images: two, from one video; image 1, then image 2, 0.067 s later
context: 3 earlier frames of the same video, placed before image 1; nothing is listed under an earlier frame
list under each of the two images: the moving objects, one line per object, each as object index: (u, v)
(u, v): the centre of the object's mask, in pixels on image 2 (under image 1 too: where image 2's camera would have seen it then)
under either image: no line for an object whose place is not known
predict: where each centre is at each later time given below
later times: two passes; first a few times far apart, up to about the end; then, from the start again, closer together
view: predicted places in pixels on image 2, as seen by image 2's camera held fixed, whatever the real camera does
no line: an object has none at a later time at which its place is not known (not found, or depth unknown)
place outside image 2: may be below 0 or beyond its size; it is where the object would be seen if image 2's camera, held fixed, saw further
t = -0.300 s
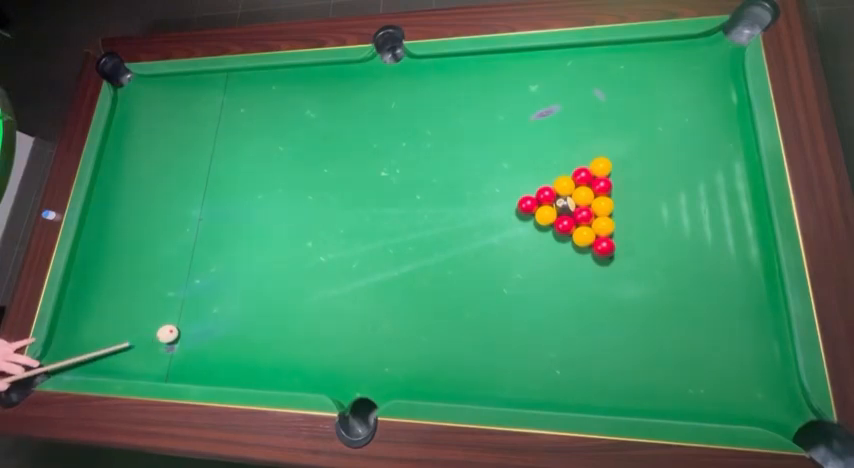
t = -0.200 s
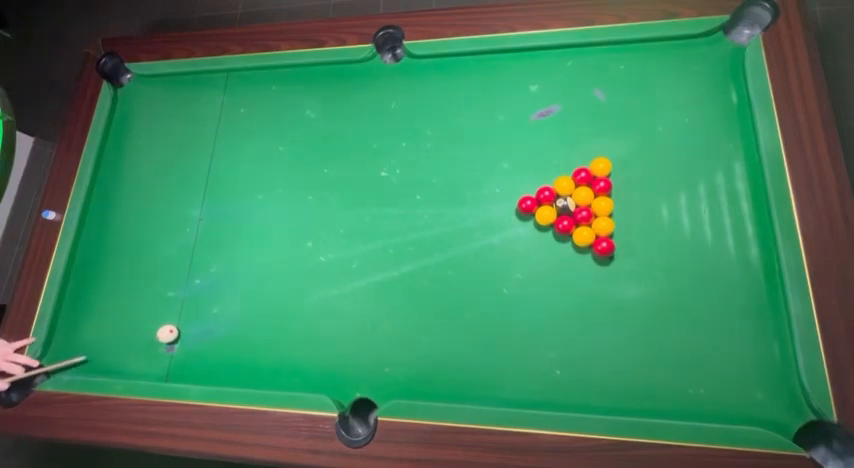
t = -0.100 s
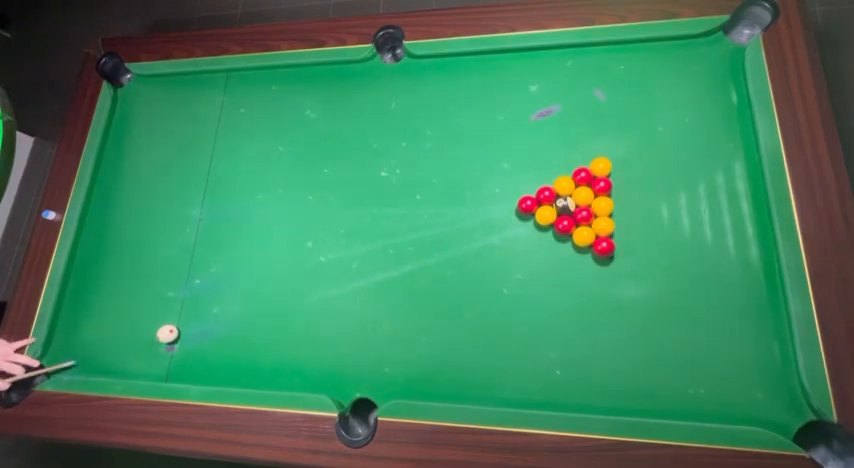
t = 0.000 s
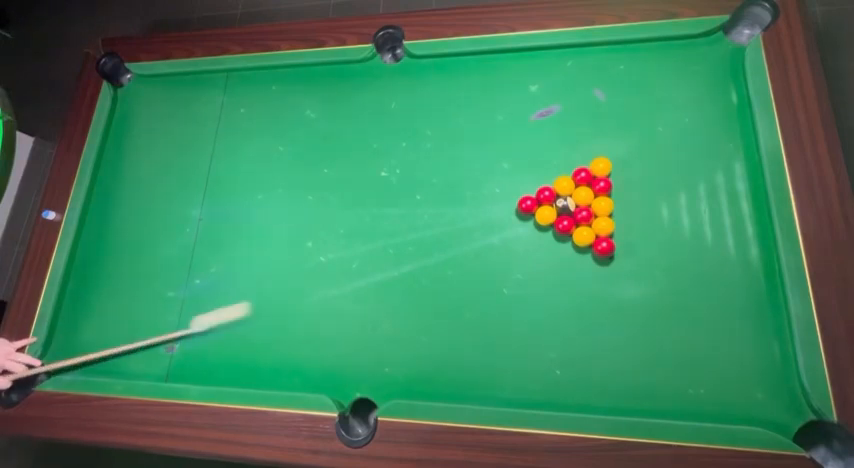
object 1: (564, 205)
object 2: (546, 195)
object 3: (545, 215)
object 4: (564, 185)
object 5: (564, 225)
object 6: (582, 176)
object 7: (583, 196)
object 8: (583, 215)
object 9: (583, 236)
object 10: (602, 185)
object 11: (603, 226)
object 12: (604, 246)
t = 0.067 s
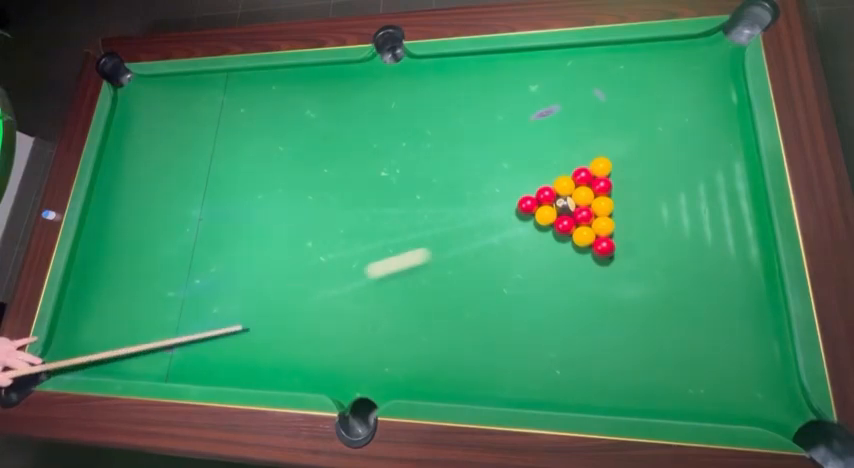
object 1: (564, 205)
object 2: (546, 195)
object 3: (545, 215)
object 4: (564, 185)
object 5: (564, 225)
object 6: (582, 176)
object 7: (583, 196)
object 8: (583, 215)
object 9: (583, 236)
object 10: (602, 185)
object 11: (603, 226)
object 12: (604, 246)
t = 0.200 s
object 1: (542, 199)
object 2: (531, 171)
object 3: (537, 230)
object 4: (562, 166)
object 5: (564, 223)
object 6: (599, 157)
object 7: (581, 196)
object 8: (585, 217)
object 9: (589, 239)
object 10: (740, 179)
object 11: (635, 243)
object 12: (674, 285)
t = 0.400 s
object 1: (504, 193)
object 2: (506, 127)
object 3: (525, 252)
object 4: (560, 129)
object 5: (562, 222)
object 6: (631, 119)
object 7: (566, 198)
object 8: (591, 224)
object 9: (601, 247)
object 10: (573, 167)
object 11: (698, 279)
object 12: (752, 359)
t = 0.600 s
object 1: (467, 184)
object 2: (483, 88)
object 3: (514, 273)
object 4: (558, 95)
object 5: (542, 260)
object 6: (661, 83)
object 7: (517, 181)
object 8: (597, 240)
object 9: (619, 267)
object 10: (462, 115)
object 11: (765, 316)
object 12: (664, 405)
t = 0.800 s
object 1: (434, 175)
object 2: (464, 64)
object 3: (502, 293)
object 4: (556, 64)
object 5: (526, 295)
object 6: (690, 49)
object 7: (475, 167)
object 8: (601, 253)
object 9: (637, 289)
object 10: (366, 73)
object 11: (745, 342)
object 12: (586, 370)
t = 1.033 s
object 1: (398, 167)
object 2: (445, 94)
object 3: (477, 314)
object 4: (556, 68)
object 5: (505, 316)
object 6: (720, 59)
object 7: (431, 151)
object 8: (606, 268)
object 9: (658, 314)
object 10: (280, 94)
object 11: (703, 369)
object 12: (522, 354)
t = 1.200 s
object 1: (373, 162)
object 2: (432, 114)
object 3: (442, 323)
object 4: (557, 84)
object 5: (495, 313)
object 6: (731, 72)
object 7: (401, 141)
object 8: (607, 277)
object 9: (672, 331)
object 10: (223, 114)
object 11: (673, 387)
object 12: (497, 371)
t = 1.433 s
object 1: (343, 154)
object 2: (414, 141)
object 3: (396, 334)
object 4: (558, 106)
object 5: (483, 309)
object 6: (717, 91)
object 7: (363, 128)
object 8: (599, 296)
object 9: (692, 355)
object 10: (147, 141)
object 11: (635, 400)
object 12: (464, 392)
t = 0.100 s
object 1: (565, 205)
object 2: (546, 195)
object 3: (545, 215)
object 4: (564, 185)
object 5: (564, 225)
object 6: (582, 176)
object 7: (583, 196)
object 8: (583, 215)
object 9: (583, 236)
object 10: (602, 186)
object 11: (603, 226)
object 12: (603, 246)
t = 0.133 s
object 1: (561, 203)
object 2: (542, 190)
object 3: (543, 218)
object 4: (563, 180)
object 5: (564, 224)
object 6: (586, 172)
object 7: (582, 195)
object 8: (583, 216)
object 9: (585, 237)
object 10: (632, 184)
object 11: (610, 230)
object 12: (618, 254)
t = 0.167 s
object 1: (550, 204)
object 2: (536, 180)
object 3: (540, 225)
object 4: (563, 173)
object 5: (564, 223)
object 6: (593, 164)
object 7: (582, 196)
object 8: (584, 216)
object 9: (587, 238)
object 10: (686, 182)
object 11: (623, 237)
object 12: (646, 270)
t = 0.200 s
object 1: (542, 199)
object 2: (531, 171)
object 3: (537, 230)
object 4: (562, 166)
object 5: (564, 223)
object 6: (599, 157)
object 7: (581, 196)
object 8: (585, 217)
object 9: (589, 239)
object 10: (740, 179)
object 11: (635, 243)
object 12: (674, 285)
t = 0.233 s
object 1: (537, 201)
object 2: (527, 163)
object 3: (535, 234)
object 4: (562, 160)
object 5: (564, 222)
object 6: (604, 151)
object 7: (581, 196)
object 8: (586, 216)
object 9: (591, 240)
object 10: (731, 179)
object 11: (645, 250)
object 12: (700, 300)
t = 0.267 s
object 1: (529, 199)
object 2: (522, 156)
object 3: (533, 238)
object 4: (562, 154)
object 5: (564, 221)
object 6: (610, 144)
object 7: (581, 196)
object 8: (586, 216)
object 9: (593, 242)
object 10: (692, 179)
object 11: (656, 255)
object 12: (727, 316)
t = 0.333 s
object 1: (516, 195)
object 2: (514, 141)
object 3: (529, 246)
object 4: (561, 141)
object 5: (564, 219)
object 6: (621, 131)
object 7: (581, 196)
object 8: (587, 216)
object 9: (597, 244)
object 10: (621, 180)
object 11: (677, 267)
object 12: (778, 344)
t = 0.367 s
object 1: (510, 193)
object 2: (510, 134)
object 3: (527, 249)
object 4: (560, 135)
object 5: (565, 218)
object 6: (626, 125)
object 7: (578, 197)
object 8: (588, 217)
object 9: (599, 245)
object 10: (592, 178)
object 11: (687, 273)
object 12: (770, 352)
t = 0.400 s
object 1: (504, 193)
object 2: (506, 127)
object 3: (525, 252)
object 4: (560, 129)
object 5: (562, 222)
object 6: (631, 119)
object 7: (566, 198)
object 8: (591, 224)
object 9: (601, 247)
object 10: (573, 167)
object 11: (698, 279)
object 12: (752, 359)
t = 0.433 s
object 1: (497, 191)
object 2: (502, 121)
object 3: (523, 256)
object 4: (560, 123)
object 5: (558, 229)
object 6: (636, 113)
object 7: (556, 195)
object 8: (593, 229)
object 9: (603, 249)
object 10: (554, 156)
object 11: (709, 285)
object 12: (736, 367)
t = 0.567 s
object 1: (473, 186)
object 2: (487, 94)
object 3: (516, 270)
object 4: (558, 101)
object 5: (545, 254)
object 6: (656, 89)
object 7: (525, 184)
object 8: (596, 238)
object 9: (615, 264)
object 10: (479, 122)
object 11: (754, 310)
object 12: (678, 397)
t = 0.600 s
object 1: (467, 184)
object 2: (483, 88)
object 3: (514, 273)
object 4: (558, 95)
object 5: (542, 260)
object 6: (661, 83)
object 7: (517, 181)
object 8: (597, 240)
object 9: (619, 267)
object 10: (462, 115)
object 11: (765, 316)
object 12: (664, 405)
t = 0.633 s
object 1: (463, 182)
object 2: (480, 82)
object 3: (513, 277)
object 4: (558, 90)
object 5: (539, 266)
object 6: (666, 77)
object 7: (510, 179)
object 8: (598, 243)
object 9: (622, 271)
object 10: (445, 107)
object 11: (776, 322)
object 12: (650, 402)
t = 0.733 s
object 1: (445, 178)
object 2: (470, 64)
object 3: (508, 287)
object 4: (557, 74)
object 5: (530, 283)
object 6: (681, 60)
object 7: (489, 172)
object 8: (600, 250)
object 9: (631, 282)
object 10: (396, 86)
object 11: (758, 335)
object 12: (611, 382)
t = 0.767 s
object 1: (439, 178)
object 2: (466, 60)
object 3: (505, 290)
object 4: (556, 69)
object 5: (528, 289)
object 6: (685, 55)
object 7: (483, 169)
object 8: (601, 252)
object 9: (634, 286)
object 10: (380, 80)
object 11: (752, 338)
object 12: (598, 376)
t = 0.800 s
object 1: (434, 175)
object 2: (464, 64)
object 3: (502, 293)
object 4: (556, 64)
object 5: (526, 295)
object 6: (690, 49)
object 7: (475, 167)
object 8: (601, 253)
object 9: (637, 289)
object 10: (366, 73)
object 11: (745, 342)
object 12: (586, 370)
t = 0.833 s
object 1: (429, 175)
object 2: (461, 68)
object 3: (499, 297)
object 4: (556, 60)
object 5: (524, 301)
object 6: (694, 44)
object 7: (469, 164)
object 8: (602, 255)
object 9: (640, 293)
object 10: (351, 68)
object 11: (739, 346)
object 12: (574, 364)
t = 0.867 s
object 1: (422, 173)
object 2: (458, 73)
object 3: (497, 300)
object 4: (555, 55)
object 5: (523, 306)
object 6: (699, 46)
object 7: (462, 162)
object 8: (603, 257)
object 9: (643, 296)
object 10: (339, 71)
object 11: (733, 350)
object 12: (562, 358)
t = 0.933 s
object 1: (414, 171)
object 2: (453, 81)
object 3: (491, 307)
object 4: (556, 58)
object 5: (519, 318)
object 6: (707, 51)
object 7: (449, 158)
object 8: (604, 262)
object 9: (649, 304)
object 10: (315, 82)
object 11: (721, 358)
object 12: (539, 347)
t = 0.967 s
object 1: (407, 170)
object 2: (450, 85)
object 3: (488, 310)
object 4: (556, 61)
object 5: (516, 322)
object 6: (711, 54)
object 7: (443, 156)
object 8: (604, 264)
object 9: (652, 307)
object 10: (303, 86)
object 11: (714, 361)
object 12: (530, 344)
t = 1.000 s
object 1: (403, 168)
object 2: (448, 89)
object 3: (485, 313)
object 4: (556, 65)
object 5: (508, 318)
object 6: (715, 57)
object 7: (437, 153)
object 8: (605, 265)
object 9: (655, 311)
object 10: (291, 90)
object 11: (709, 365)
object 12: (526, 350)
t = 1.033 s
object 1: (398, 167)
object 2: (445, 94)
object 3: (477, 314)
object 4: (556, 68)
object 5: (505, 316)
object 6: (720, 59)
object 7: (431, 151)
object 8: (606, 268)
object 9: (658, 314)
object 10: (280, 94)
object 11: (703, 369)
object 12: (522, 354)
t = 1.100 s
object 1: (387, 165)
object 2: (440, 101)
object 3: (463, 318)
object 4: (556, 75)
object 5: (501, 315)
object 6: (728, 64)
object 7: (419, 147)
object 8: (607, 271)
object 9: (664, 321)
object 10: (257, 102)
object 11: (690, 377)
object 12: (512, 361)
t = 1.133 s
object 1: (384, 163)
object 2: (437, 106)
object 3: (456, 319)
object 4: (556, 78)
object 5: (499, 314)
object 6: (732, 67)
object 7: (413, 145)
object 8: (607, 273)
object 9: (666, 324)
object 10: (245, 106)
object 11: (685, 380)
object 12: (507, 364)
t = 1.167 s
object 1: (378, 164)
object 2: (435, 110)
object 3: (449, 321)
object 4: (557, 81)
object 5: (497, 314)
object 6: (733, 70)
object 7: (407, 143)
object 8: (607, 275)
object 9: (669, 328)
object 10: (234, 110)
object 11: (679, 384)
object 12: (502, 367)
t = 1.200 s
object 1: (373, 162)
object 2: (432, 114)
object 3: (442, 323)
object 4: (557, 84)
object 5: (495, 313)
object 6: (731, 72)
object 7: (401, 141)
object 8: (607, 277)
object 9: (672, 331)
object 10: (223, 114)
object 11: (673, 387)
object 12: (497, 371)
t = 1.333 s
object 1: (356, 156)
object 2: (422, 129)
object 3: (416, 329)
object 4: (558, 97)
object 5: (488, 311)
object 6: (723, 83)
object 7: (379, 133)
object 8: (602, 288)
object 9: (684, 345)
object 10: (178, 130)
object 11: (651, 402)
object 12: (478, 383)
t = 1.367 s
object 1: (353, 156)
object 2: (420, 133)
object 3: (409, 331)
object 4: (558, 100)
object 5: (487, 310)
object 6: (720, 86)
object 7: (374, 132)
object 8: (601, 291)
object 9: (686, 348)
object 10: (168, 134)
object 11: (645, 405)
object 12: (473, 387)
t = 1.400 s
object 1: (346, 156)
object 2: (417, 137)
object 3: (403, 333)
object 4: (558, 103)
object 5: (485, 310)
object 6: (718, 88)
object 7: (369, 130)
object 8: (600, 293)
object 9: (689, 352)
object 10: (157, 137)
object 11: (640, 403)
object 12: (468, 389)
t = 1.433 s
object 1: (343, 154)
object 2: (414, 141)
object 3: (396, 334)
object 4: (558, 106)
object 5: (483, 309)
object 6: (717, 91)
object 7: (363, 128)
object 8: (599, 296)
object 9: (692, 355)
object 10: (147, 141)
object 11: (635, 400)
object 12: (464, 392)
